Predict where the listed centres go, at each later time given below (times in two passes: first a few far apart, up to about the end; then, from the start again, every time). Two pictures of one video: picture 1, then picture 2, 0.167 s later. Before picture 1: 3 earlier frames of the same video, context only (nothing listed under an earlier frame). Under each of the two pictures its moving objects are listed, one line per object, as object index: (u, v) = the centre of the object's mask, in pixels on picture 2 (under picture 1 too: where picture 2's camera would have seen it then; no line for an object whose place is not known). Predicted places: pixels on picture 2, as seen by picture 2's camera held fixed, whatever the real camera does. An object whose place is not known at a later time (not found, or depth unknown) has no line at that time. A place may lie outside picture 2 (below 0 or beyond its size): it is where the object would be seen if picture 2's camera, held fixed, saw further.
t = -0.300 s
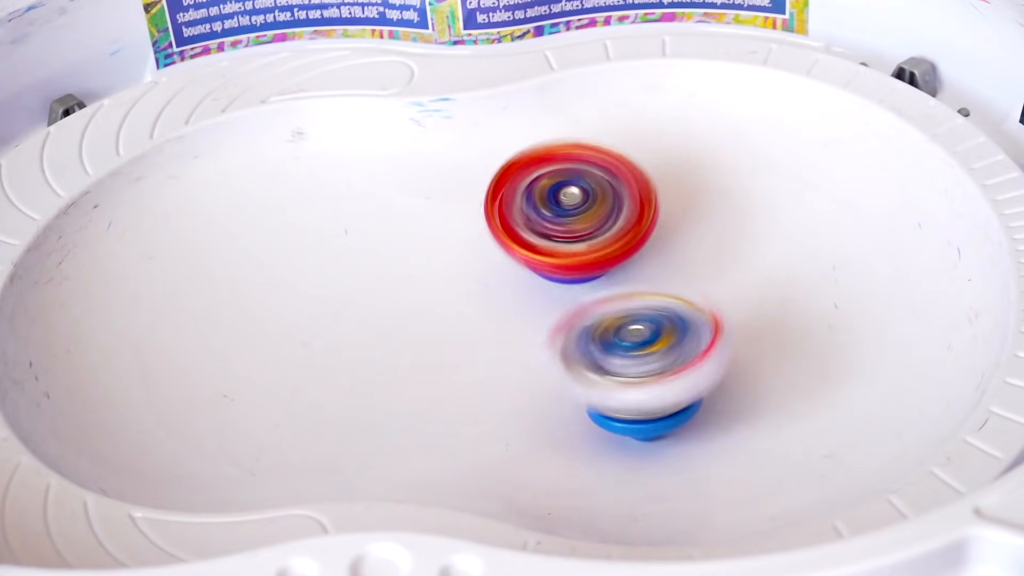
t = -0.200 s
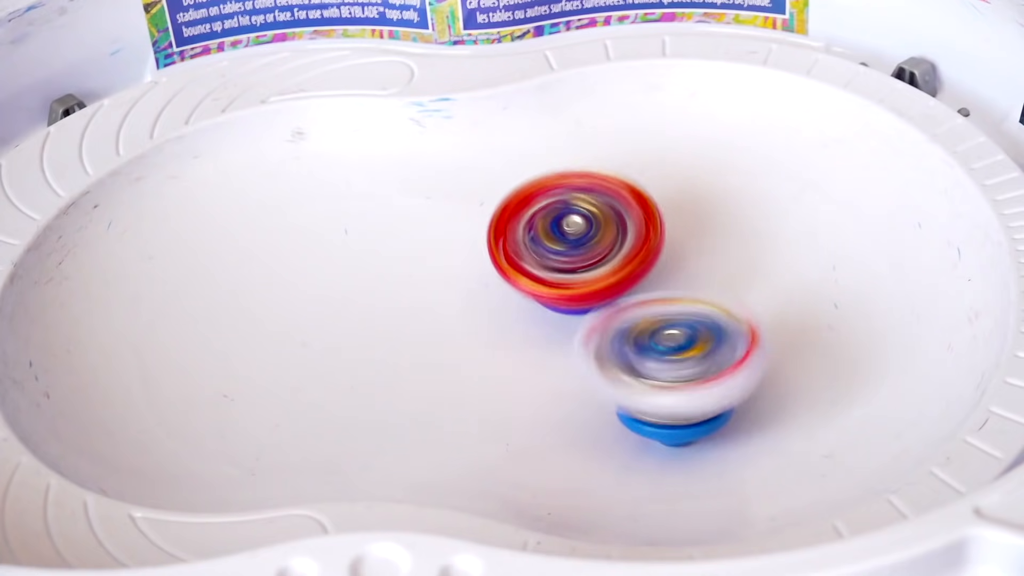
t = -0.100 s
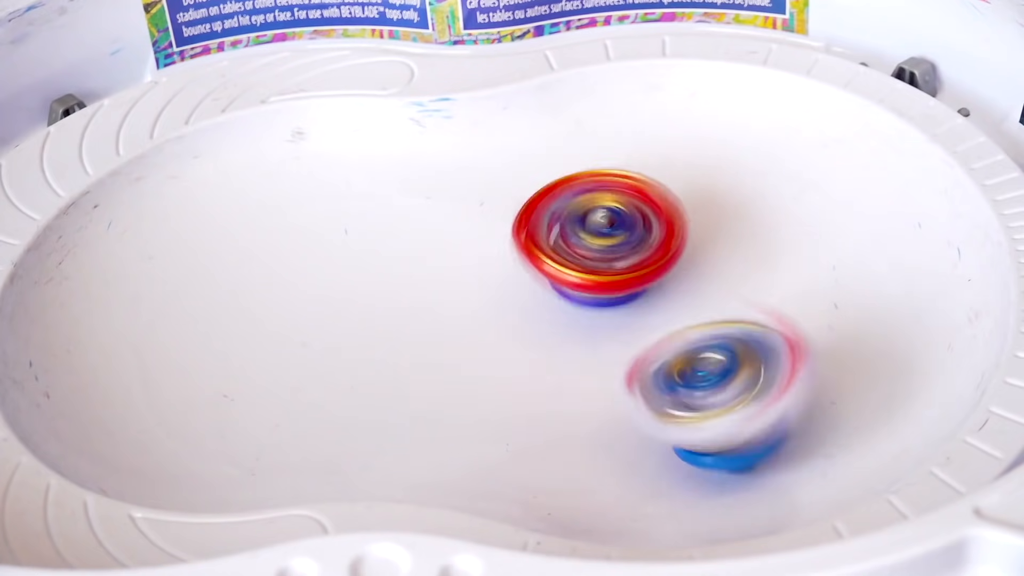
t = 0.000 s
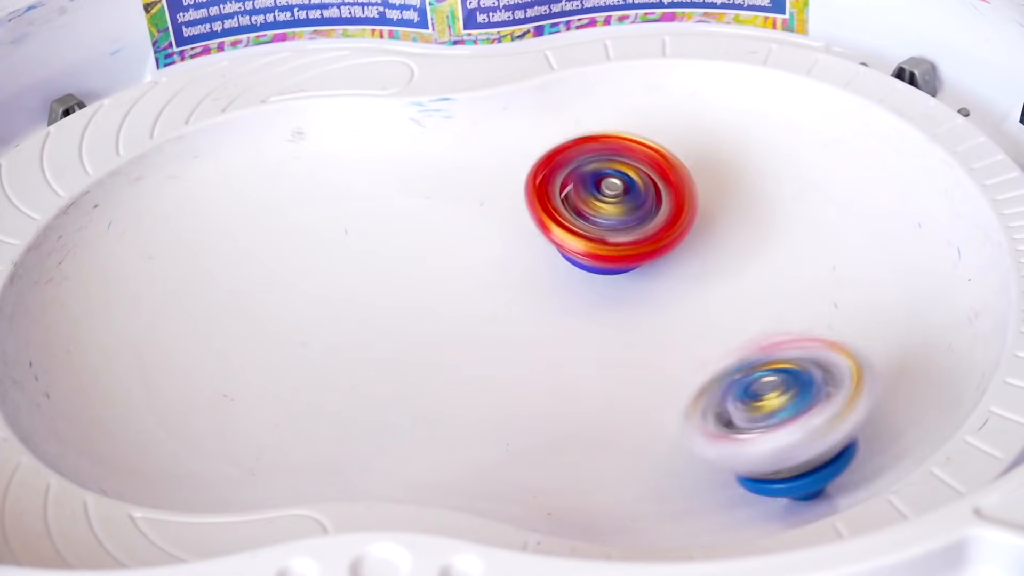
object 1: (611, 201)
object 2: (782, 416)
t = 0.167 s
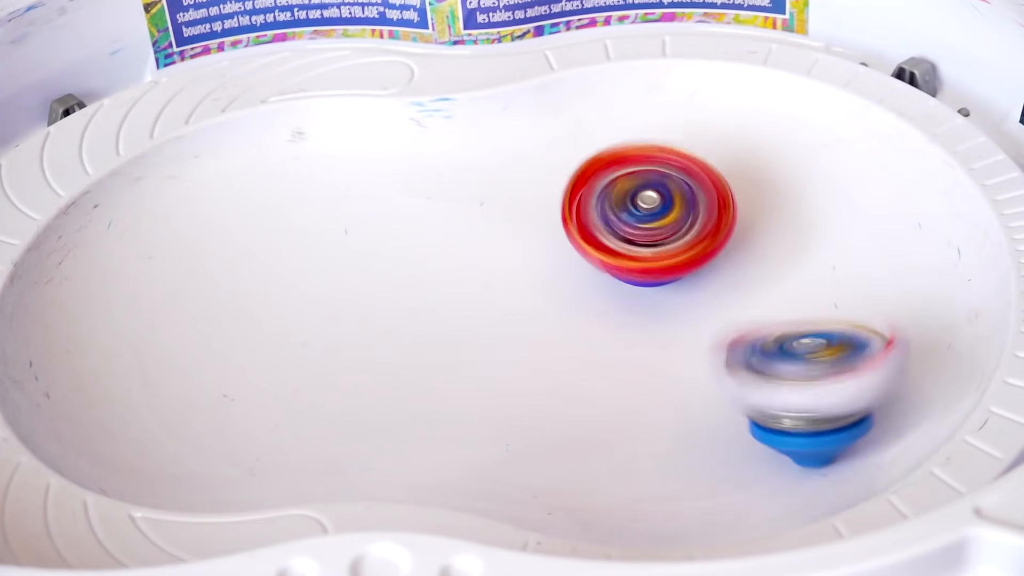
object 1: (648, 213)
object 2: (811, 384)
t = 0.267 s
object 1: (684, 214)
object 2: (752, 345)
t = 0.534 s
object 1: (690, 115)
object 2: (559, 307)
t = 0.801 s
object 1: (649, 235)
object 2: (434, 174)
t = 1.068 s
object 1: (697, 385)
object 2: (296, 191)
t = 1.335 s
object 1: (733, 385)
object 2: (201, 331)
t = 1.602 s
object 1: (624, 290)
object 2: (257, 387)
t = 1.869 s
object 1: (481, 173)
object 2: (406, 302)
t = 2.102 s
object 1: (375, 128)
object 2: (481, 294)
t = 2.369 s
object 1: (342, 284)
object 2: (615, 323)
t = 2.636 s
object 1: (512, 405)
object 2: (754, 330)
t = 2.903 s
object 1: (774, 400)
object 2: (754, 277)
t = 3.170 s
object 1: (803, 251)
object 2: (649, 204)
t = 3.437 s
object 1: (766, 205)
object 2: (590, 152)
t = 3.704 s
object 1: (742, 302)
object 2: (618, 236)
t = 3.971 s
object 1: (587, 381)
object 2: (569, 262)
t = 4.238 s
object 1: (506, 337)
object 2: (640, 237)
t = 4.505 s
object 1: (513, 195)
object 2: (746, 310)
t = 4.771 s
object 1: (622, 225)
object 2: (697, 396)
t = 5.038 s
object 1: (768, 319)
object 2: (541, 360)
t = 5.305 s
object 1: (718, 368)
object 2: (388, 288)
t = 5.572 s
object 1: (610, 281)
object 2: (256, 291)
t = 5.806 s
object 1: (647, 197)
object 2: (216, 323)
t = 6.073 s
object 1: (728, 225)
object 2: (251, 347)
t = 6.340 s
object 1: (654, 330)
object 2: (347, 310)
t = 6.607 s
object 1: (518, 303)
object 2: (337, 272)
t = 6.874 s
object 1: (493, 203)
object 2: (341, 279)
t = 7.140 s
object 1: (507, 264)
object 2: (339, 305)
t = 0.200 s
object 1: (661, 215)
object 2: (793, 373)
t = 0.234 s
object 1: (674, 214)
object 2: (778, 363)
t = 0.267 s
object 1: (684, 214)
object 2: (752, 345)
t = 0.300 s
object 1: (700, 208)
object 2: (726, 342)
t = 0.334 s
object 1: (712, 179)
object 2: (694, 349)
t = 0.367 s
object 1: (719, 160)
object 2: (665, 354)
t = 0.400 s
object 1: (723, 143)
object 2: (638, 352)
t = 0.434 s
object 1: (717, 129)
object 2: (617, 345)
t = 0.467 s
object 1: (708, 120)
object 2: (596, 335)
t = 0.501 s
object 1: (700, 114)
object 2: (578, 323)
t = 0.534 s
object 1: (690, 115)
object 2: (559, 307)
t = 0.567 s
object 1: (684, 117)
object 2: (542, 292)
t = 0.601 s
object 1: (673, 124)
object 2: (526, 274)
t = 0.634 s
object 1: (661, 138)
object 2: (514, 258)
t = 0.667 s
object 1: (654, 154)
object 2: (497, 238)
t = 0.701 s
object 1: (649, 174)
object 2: (482, 221)
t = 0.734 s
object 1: (649, 193)
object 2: (465, 203)
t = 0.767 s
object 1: (648, 214)
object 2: (451, 189)
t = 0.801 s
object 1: (649, 235)
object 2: (434, 174)
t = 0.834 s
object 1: (652, 257)
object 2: (421, 165)
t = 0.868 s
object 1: (656, 279)
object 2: (399, 157)
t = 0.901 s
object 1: (663, 300)
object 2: (383, 154)
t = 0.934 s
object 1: (668, 319)
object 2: (364, 154)
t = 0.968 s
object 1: (673, 338)
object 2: (346, 159)
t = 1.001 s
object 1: (680, 356)
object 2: (328, 168)
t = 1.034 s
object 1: (686, 372)
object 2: (313, 179)
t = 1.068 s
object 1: (697, 385)
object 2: (296, 191)
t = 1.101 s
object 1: (704, 396)
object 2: (284, 207)
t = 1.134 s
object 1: (712, 402)
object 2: (268, 224)
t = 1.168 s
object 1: (719, 406)
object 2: (256, 242)
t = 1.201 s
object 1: (727, 407)
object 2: (242, 260)
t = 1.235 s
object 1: (739, 403)
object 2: (232, 278)
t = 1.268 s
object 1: (741, 399)
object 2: (219, 297)
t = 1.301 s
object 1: (742, 392)
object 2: (212, 314)
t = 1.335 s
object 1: (733, 385)
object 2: (201, 331)
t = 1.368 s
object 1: (728, 377)
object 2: (198, 346)
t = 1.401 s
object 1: (713, 367)
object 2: (193, 360)
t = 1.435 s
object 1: (701, 357)
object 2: (196, 371)
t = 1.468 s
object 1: (683, 344)
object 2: (199, 380)
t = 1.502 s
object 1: (670, 334)
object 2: (208, 386)
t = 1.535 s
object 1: (656, 318)
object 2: (222, 390)
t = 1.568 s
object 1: (640, 306)
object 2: (241, 390)
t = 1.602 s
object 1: (624, 290)
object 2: (257, 387)
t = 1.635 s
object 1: (609, 276)
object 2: (275, 381)
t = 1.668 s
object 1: (597, 259)
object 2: (295, 373)
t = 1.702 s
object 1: (578, 243)
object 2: (313, 362)
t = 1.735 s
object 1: (563, 226)
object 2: (333, 354)
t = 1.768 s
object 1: (542, 211)
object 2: (350, 341)
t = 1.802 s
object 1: (525, 197)
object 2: (368, 329)
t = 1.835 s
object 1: (501, 184)
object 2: (386, 315)
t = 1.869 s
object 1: (481, 173)
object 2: (406, 302)
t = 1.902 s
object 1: (459, 163)
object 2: (423, 290)
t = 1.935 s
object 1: (451, 151)
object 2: (434, 286)
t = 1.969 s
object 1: (439, 129)
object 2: (439, 289)
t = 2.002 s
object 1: (427, 112)
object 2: (451, 290)
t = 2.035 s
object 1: (412, 107)
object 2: (460, 289)
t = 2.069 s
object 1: (394, 114)
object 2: (471, 292)
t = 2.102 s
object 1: (375, 128)
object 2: (481, 294)
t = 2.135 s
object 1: (355, 148)
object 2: (494, 297)
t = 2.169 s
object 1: (341, 168)
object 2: (513, 301)
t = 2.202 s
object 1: (326, 189)
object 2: (530, 302)
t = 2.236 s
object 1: (316, 210)
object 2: (547, 305)
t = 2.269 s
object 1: (316, 228)
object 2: (560, 310)
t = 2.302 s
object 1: (319, 247)
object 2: (578, 314)
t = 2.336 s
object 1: (329, 265)
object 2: (597, 320)
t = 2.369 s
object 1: (342, 284)
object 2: (615, 323)
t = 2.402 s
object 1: (352, 306)
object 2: (633, 326)
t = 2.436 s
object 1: (365, 326)
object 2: (652, 331)
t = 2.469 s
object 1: (383, 344)
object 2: (671, 335)
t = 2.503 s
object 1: (402, 361)
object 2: (690, 338)
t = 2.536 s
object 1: (426, 374)
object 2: (710, 337)
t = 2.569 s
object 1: (456, 383)
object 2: (729, 335)
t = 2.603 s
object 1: (484, 394)
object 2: (743, 334)
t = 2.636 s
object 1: (512, 405)
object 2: (754, 330)
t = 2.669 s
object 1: (547, 413)
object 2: (763, 328)
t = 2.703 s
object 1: (580, 422)
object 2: (774, 321)
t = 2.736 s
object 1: (613, 430)
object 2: (776, 316)
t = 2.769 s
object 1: (652, 431)
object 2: (776, 312)
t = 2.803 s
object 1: (688, 430)
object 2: (774, 303)
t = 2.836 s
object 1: (719, 426)
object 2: (771, 297)
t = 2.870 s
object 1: (748, 415)
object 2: (767, 286)
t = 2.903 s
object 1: (774, 400)
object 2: (754, 277)
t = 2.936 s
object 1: (794, 385)
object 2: (737, 271)
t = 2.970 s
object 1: (809, 365)
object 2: (725, 265)
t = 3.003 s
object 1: (817, 345)
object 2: (710, 259)
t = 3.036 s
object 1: (825, 325)
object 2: (699, 247)
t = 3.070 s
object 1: (826, 307)
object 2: (683, 235)
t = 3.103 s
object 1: (819, 289)
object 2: (666, 222)
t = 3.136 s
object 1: (812, 270)
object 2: (656, 213)
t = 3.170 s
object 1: (803, 251)
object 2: (649, 204)
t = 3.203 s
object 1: (790, 236)
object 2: (637, 193)
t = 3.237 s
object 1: (781, 221)
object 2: (623, 184)
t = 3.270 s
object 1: (781, 213)
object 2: (607, 171)
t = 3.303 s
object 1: (779, 205)
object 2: (602, 161)
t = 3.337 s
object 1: (772, 200)
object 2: (603, 157)
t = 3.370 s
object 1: (764, 196)
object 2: (606, 160)
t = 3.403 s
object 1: (760, 195)
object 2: (601, 161)
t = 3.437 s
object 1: (766, 205)
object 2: (590, 152)
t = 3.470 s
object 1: (772, 215)
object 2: (590, 153)
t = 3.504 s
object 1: (771, 226)
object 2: (597, 157)
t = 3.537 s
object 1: (771, 236)
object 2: (601, 168)
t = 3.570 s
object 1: (769, 246)
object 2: (605, 180)
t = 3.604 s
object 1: (765, 258)
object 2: (605, 195)
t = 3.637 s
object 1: (760, 270)
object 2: (613, 211)
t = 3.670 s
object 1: (748, 284)
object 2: (620, 223)
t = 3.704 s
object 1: (742, 302)
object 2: (618, 236)
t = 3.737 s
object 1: (724, 320)
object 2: (621, 240)
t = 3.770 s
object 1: (706, 336)
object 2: (608, 244)
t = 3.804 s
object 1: (686, 350)
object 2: (606, 249)
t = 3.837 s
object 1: (664, 361)
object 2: (594, 252)
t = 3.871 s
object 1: (645, 369)
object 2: (584, 256)
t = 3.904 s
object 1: (623, 375)
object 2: (579, 258)
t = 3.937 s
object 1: (606, 379)
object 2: (569, 261)
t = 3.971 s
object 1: (587, 381)
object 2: (569, 262)
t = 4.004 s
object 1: (573, 380)
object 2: (563, 261)
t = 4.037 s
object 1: (559, 377)
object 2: (568, 260)
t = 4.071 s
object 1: (545, 377)
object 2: (569, 254)
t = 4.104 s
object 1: (529, 375)
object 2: (584, 246)
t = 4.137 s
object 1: (518, 372)
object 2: (600, 239)
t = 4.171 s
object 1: (513, 363)
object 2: (616, 238)
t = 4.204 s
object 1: (509, 352)
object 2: (628, 233)
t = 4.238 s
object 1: (506, 337)
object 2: (640, 237)
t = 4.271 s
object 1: (505, 321)
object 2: (655, 245)
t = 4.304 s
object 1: (503, 302)
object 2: (670, 247)
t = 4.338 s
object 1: (503, 282)
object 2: (685, 257)
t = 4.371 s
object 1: (504, 262)
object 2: (701, 262)
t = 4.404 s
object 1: (507, 242)
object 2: (714, 275)
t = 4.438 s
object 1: (508, 224)
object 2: (728, 284)
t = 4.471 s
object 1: (509, 207)
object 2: (738, 298)
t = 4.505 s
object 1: (513, 195)
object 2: (746, 310)
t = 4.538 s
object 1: (516, 183)
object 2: (753, 323)
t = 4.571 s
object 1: (527, 177)
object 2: (753, 336)
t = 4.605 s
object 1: (540, 176)
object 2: (756, 346)
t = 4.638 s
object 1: (553, 179)
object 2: (752, 360)
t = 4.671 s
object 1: (568, 184)
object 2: (741, 372)
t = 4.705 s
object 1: (586, 195)
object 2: (732, 381)
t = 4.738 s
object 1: (604, 209)
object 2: (718, 388)
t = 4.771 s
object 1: (622, 225)
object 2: (697, 396)
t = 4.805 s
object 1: (640, 241)
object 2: (679, 397)
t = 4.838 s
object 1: (658, 256)
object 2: (660, 396)
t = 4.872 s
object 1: (676, 265)
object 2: (642, 392)
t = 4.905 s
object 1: (697, 279)
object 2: (625, 387)
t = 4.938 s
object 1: (726, 292)
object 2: (600, 376)
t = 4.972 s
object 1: (740, 304)
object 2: (577, 373)
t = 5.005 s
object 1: (757, 310)
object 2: (559, 370)
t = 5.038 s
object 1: (768, 319)
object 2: (541, 360)
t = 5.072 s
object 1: (773, 330)
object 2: (522, 350)
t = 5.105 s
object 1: (778, 340)
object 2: (504, 340)
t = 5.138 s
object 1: (779, 346)
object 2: (484, 328)
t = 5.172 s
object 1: (774, 353)
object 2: (464, 315)
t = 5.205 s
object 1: (762, 361)
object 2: (446, 305)
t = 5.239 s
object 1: (749, 366)
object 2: (427, 298)
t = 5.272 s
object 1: (735, 369)
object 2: (408, 293)
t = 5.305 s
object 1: (718, 368)
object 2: (388, 288)
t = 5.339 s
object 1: (698, 365)
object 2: (367, 286)
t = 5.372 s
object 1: (678, 360)
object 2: (346, 285)
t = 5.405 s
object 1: (660, 351)
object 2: (330, 283)
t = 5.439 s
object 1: (647, 343)
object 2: (312, 281)
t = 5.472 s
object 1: (636, 330)
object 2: (296, 282)
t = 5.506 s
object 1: (625, 314)
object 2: (283, 284)
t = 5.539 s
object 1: (615, 297)
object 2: (269, 287)
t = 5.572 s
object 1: (610, 281)
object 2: (256, 291)
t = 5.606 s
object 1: (611, 266)
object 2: (244, 295)
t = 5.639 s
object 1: (613, 249)
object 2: (236, 301)
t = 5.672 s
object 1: (613, 232)
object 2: (229, 307)
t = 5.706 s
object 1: (614, 218)
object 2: (224, 312)
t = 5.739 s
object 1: (622, 208)
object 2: (220, 316)
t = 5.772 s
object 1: (635, 202)
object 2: (217, 319)
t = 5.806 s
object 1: (647, 197)
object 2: (216, 323)
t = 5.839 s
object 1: (657, 195)
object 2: (215, 327)
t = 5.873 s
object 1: (668, 193)
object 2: (216, 330)
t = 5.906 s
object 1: (681, 192)
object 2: (218, 334)
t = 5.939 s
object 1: (695, 195)
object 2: (222, 338)
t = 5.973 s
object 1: (707, 198)
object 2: (227, 341)
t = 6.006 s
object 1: (716, 205)
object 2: (233, 343)
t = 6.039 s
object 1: (722, 213)
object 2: (241, 345)
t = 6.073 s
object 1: (728, 225)
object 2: (251, 347)
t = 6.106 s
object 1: (732, 237)
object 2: (262, 346)
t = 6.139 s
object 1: (732, 250)
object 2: (275, 346)
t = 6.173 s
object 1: (727, 265)
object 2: (287, 345)
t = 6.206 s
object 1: (717, 281)
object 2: (301, 341)
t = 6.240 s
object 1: (707, 295)
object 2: (317, 336)
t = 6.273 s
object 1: (694, 309)
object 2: (331, 328)
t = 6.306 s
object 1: (676, 320)
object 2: (341, 320)
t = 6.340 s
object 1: (654, 330)
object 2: (347, 310)
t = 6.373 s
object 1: (634, 337)
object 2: (351, 302)
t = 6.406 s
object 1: (615, 339)
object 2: (355, 295)
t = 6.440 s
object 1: (597, 340)
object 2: (359, 286)
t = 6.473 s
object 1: (575, 337)
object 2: (359, 280)
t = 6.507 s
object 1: (555, 332)
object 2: (354, 275)
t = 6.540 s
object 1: (541, 327)
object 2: (348, 273)
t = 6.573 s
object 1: (530, 316)
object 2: (343, 271)
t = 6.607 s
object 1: (518, 303)
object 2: (337, 272)
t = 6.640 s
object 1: (505, 290)
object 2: (331, 273)
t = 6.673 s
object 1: (500, 277)
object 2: (329, 272)
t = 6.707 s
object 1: (499, 264)
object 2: (329, 272)
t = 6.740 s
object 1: (496, 249)
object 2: (330, 273)
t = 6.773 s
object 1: (492, 234)
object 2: (332, 274)
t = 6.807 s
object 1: (491, 223)
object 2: (334, 275)
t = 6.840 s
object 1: (492, 211)
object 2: (338, 277)
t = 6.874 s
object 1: (493, 203)
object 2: (341, 279)
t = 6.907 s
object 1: (491, 199)
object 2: (344, 283)
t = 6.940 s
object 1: (491, 199)
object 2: (347, 286)
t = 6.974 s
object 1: (492, 203)
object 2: (348, 290)
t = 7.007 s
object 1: (494, 208)
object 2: (346, 294)
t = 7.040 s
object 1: (496, 218)
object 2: (345, 298)
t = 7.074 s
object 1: (498, 233)
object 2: (344, 301)
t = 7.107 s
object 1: (502, 249)
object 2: (341, 303)
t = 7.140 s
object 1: (507, 264)
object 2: (339, 305)
